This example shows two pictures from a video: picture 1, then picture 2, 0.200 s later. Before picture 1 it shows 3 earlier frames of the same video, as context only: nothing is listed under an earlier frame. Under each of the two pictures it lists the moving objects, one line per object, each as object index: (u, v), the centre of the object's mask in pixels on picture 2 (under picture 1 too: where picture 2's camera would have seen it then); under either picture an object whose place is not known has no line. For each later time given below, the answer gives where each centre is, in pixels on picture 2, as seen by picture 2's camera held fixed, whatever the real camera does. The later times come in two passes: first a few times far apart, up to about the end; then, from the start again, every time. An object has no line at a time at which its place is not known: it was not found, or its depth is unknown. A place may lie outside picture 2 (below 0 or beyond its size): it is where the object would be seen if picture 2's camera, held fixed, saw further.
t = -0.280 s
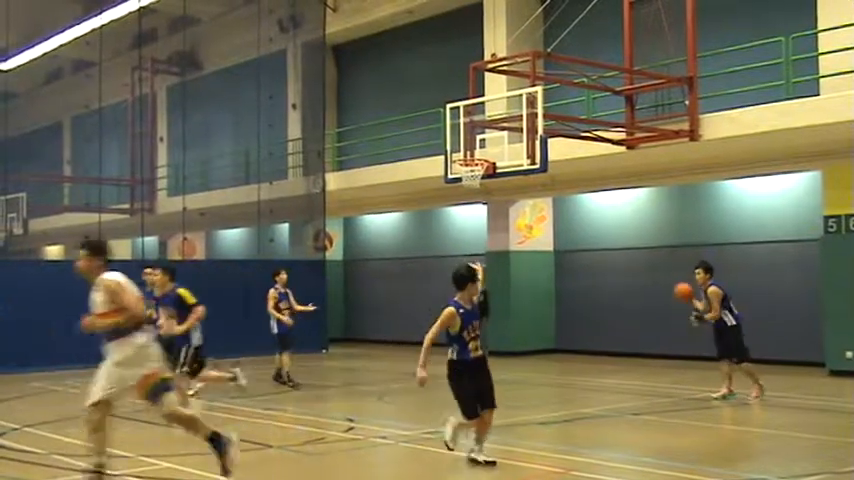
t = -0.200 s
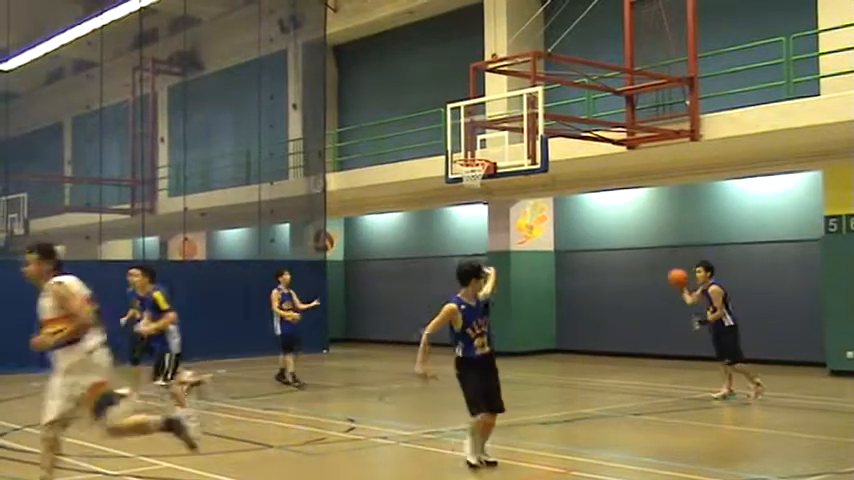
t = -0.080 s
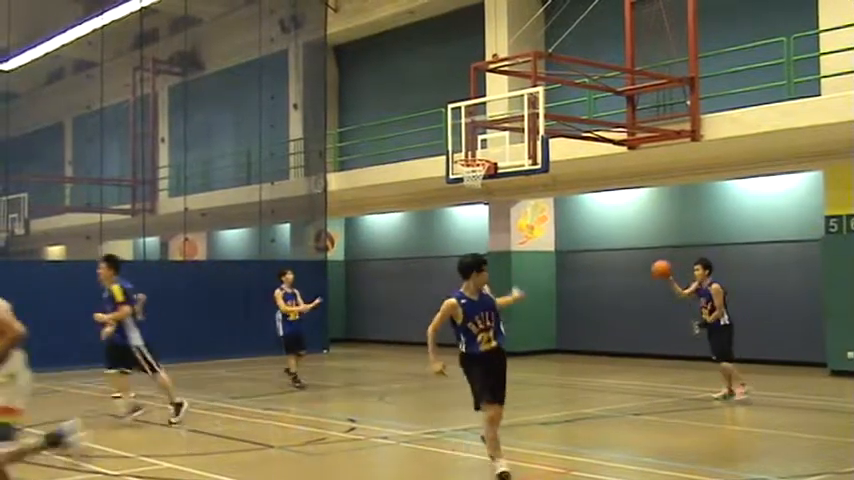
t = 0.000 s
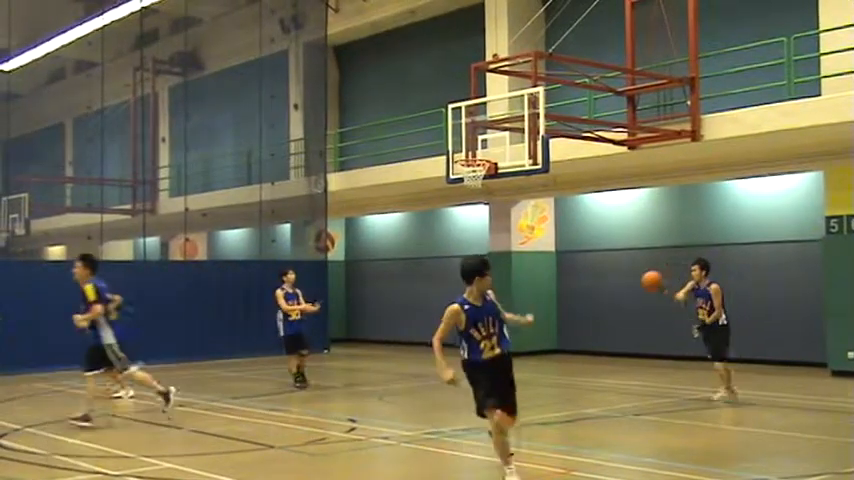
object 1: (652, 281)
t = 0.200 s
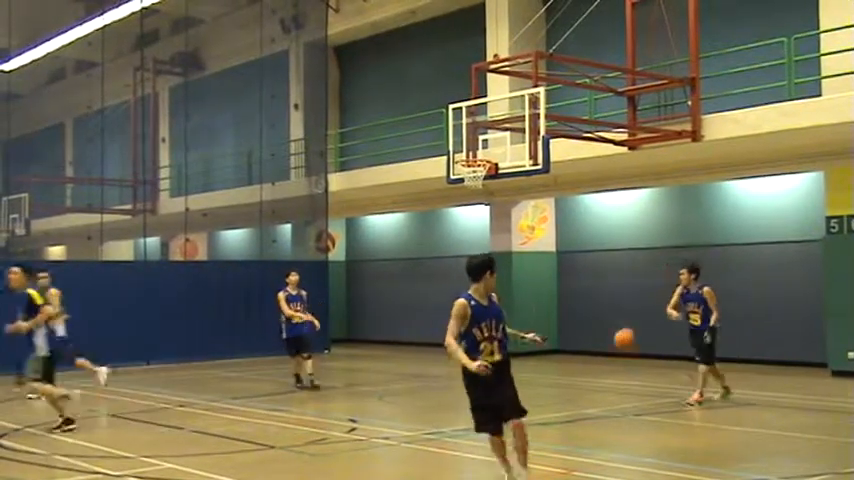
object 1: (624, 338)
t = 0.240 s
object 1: (618, 357)
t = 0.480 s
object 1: (582, 389)
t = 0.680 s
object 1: (561, 335)
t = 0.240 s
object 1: (618, 357)
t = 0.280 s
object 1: (611, 380)
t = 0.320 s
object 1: (604, 407)
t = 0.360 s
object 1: (596, 435)
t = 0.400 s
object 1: (591, 422)
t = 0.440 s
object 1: (587, 405)
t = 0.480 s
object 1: (582, 389)
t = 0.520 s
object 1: (578, 375)
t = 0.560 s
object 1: (574, 362)
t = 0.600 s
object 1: (569, 351)
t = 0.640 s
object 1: (564, 341)
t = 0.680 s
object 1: (561, 335)
